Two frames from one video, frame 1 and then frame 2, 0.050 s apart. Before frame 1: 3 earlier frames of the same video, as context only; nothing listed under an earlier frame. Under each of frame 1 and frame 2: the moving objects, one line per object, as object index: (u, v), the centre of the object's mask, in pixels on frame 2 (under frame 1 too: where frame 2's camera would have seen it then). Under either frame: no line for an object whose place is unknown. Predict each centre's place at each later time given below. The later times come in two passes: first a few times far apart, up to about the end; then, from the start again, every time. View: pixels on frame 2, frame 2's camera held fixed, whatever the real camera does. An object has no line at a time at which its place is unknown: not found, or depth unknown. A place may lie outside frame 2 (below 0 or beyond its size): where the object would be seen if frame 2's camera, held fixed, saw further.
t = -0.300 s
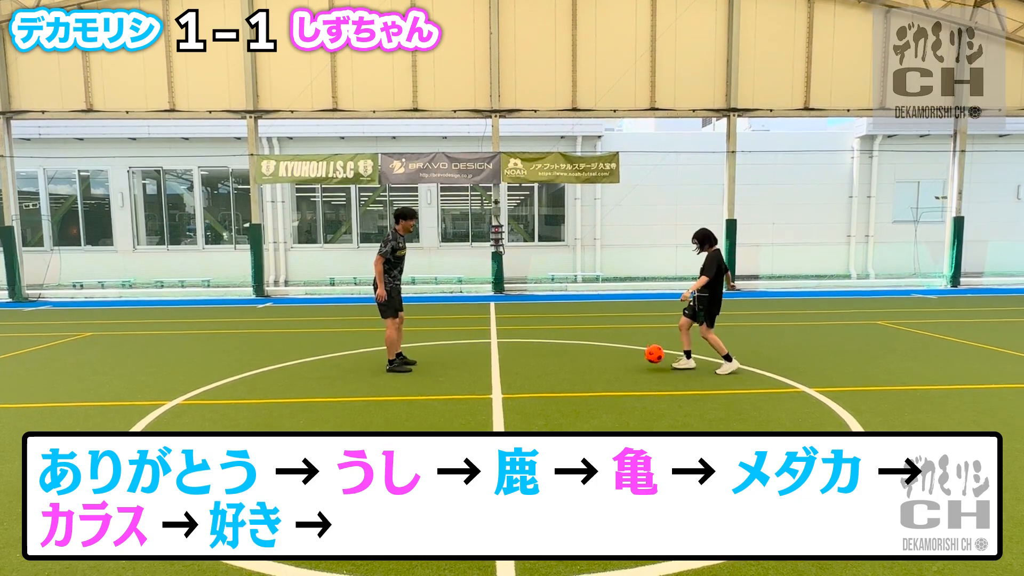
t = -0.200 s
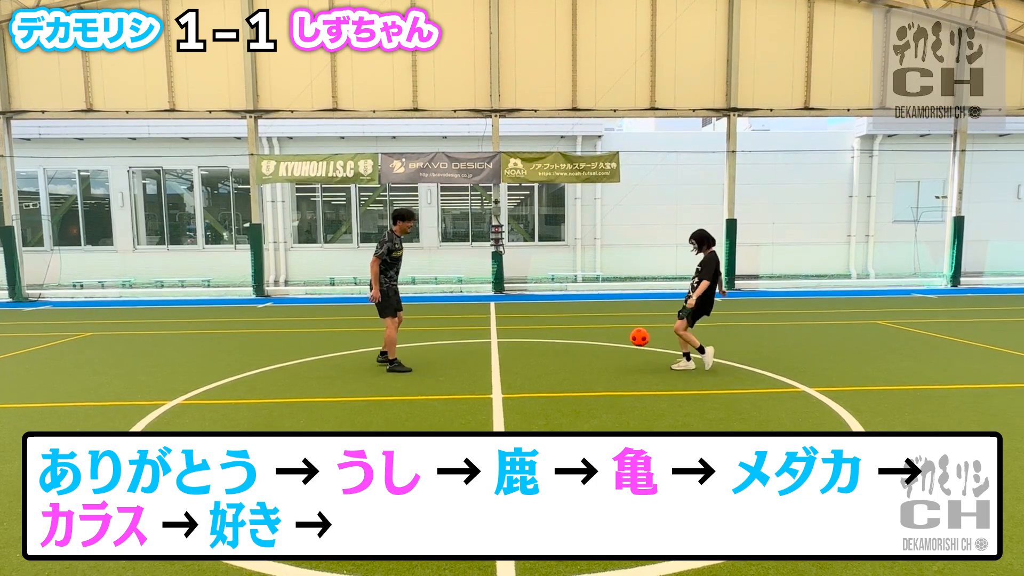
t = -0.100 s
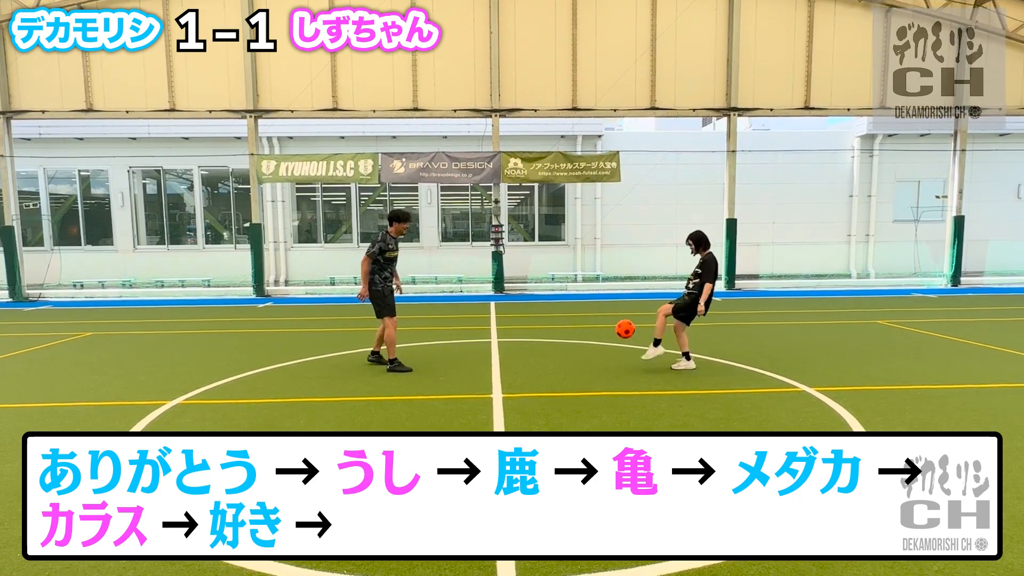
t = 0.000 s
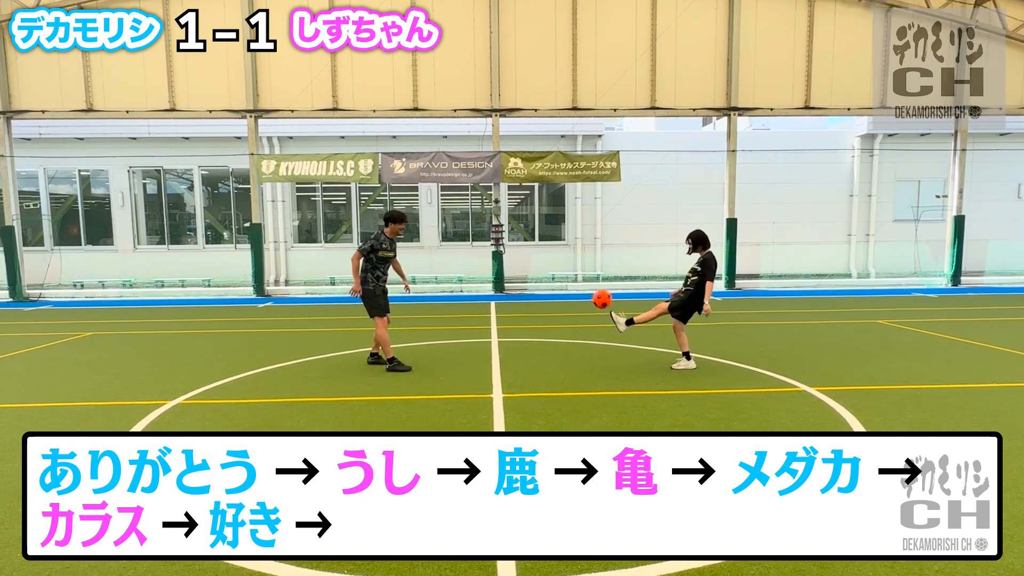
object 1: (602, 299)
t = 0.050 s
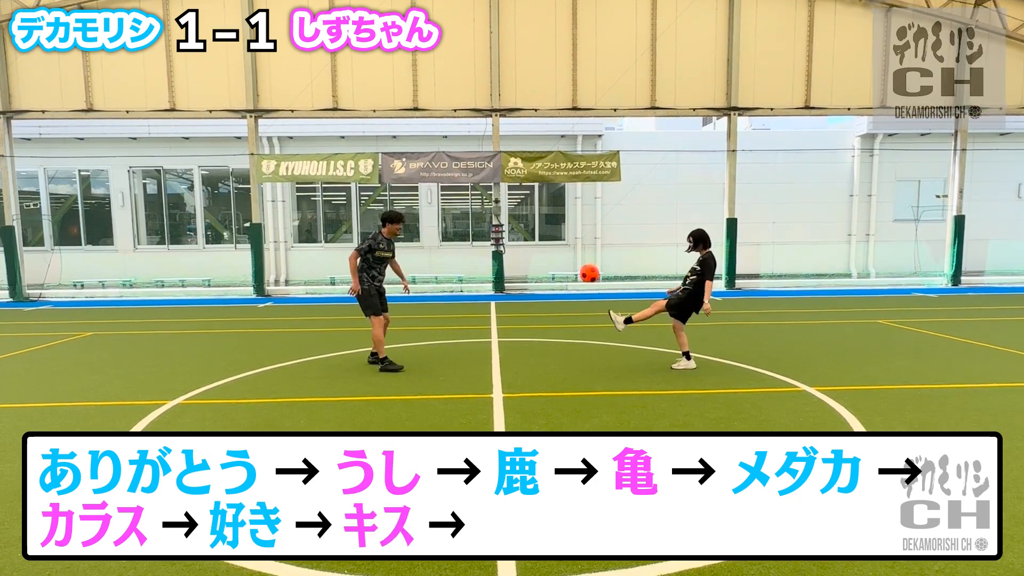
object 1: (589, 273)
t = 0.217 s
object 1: (545, 201)
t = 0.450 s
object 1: (478, 139)
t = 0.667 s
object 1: (413, 127)
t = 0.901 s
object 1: (341, 172)
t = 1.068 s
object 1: (289, 241)
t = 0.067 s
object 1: (585, 265)
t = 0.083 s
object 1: (581, 257)
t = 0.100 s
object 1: (576, 249)
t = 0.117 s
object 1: (572, 242)
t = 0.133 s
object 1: (567, 235)
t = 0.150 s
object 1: (563, 228)
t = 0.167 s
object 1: (559, 221)
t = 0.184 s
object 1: (554, 214)
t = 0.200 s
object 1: (550, 208)
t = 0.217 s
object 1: (545, 201)
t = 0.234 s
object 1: (540, 195)
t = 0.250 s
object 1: (536, 190)
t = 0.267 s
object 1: (531, 184)
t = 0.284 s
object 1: (526, 178)
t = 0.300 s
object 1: (521, 173)
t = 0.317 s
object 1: (517, 168)
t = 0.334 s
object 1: (512, 164)
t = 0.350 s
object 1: (507, 160)
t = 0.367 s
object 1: (503, 156)
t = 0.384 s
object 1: (498, 151)
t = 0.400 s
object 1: (493, 148)
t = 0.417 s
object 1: (488, 144)
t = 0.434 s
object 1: (483, 142)
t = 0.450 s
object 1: (478, 139)
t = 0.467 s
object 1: (473, 136)
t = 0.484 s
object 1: (468, 134)
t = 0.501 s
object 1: (464, 132)
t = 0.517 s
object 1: (459, 130)
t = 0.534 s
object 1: (454, 129)
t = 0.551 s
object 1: (449, 128)
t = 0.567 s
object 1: (444, 127)
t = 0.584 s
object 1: (438, 126)
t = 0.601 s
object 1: (433, 126)
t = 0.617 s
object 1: (428, 126)
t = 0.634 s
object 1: (423, 126)
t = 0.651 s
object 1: (418, 127)
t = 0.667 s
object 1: (413, 127)
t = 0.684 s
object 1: (408, 129)
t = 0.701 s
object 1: (403, 130)
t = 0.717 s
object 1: (398, 132)
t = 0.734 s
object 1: (393, 134)
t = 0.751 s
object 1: (388, 136)
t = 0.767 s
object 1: (383, 139)
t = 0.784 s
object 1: (378, 142)
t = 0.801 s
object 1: (372, 145)
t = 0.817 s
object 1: (367, 149)
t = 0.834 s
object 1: (362, 153)
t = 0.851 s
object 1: (357, 157)
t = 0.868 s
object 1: (351, 161)
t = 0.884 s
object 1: (346, 166)
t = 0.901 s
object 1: (341, 172)
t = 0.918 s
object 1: (336, 177)
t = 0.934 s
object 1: (331, 182)
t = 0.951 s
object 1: (325, 189)
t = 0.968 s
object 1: (320, 195)
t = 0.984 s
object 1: (315, 202)
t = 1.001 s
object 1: (310, 209)
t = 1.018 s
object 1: (305, 216)
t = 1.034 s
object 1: (299, 224)
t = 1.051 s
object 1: (294, 232)
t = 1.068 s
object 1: (289, 241)
